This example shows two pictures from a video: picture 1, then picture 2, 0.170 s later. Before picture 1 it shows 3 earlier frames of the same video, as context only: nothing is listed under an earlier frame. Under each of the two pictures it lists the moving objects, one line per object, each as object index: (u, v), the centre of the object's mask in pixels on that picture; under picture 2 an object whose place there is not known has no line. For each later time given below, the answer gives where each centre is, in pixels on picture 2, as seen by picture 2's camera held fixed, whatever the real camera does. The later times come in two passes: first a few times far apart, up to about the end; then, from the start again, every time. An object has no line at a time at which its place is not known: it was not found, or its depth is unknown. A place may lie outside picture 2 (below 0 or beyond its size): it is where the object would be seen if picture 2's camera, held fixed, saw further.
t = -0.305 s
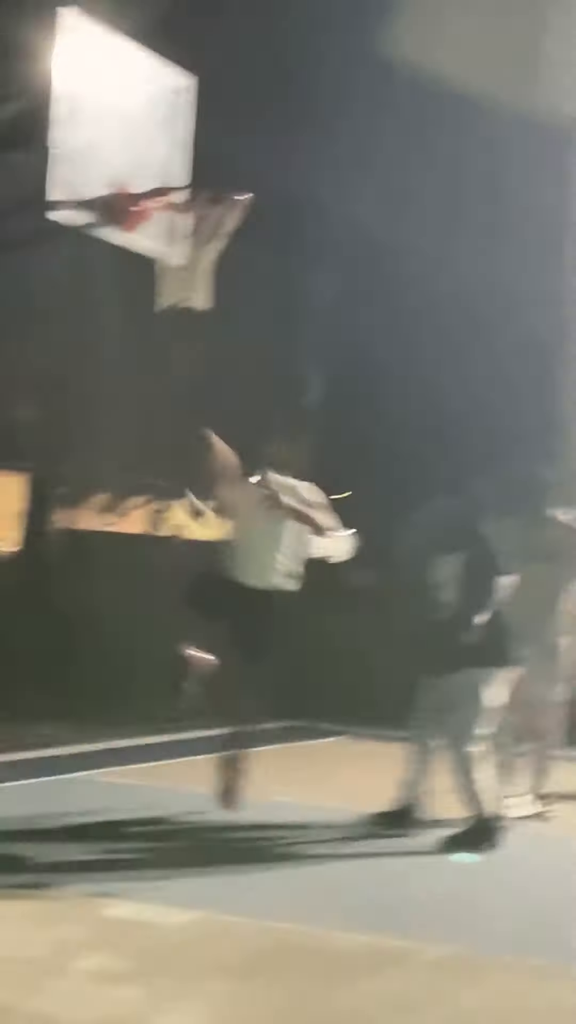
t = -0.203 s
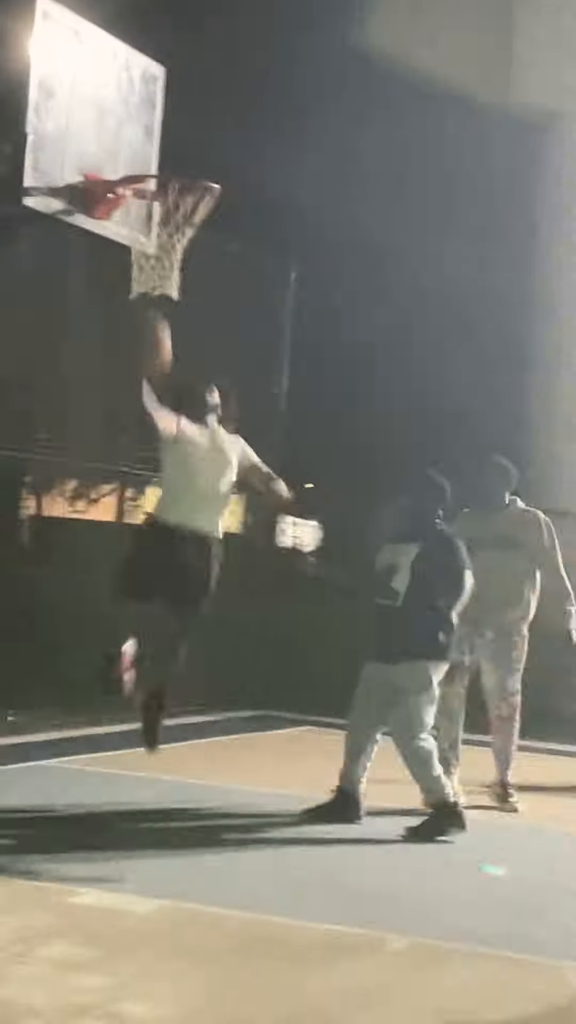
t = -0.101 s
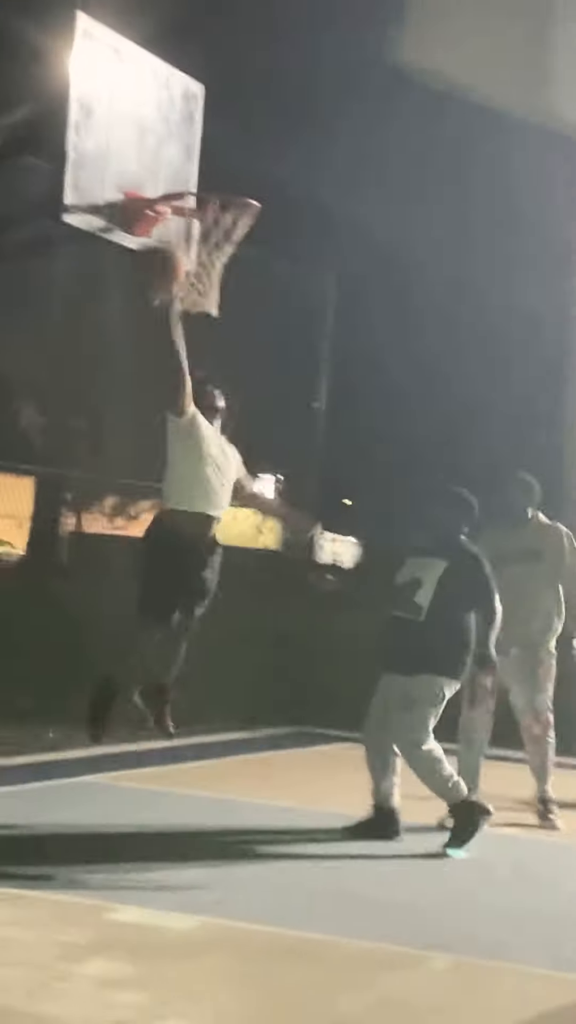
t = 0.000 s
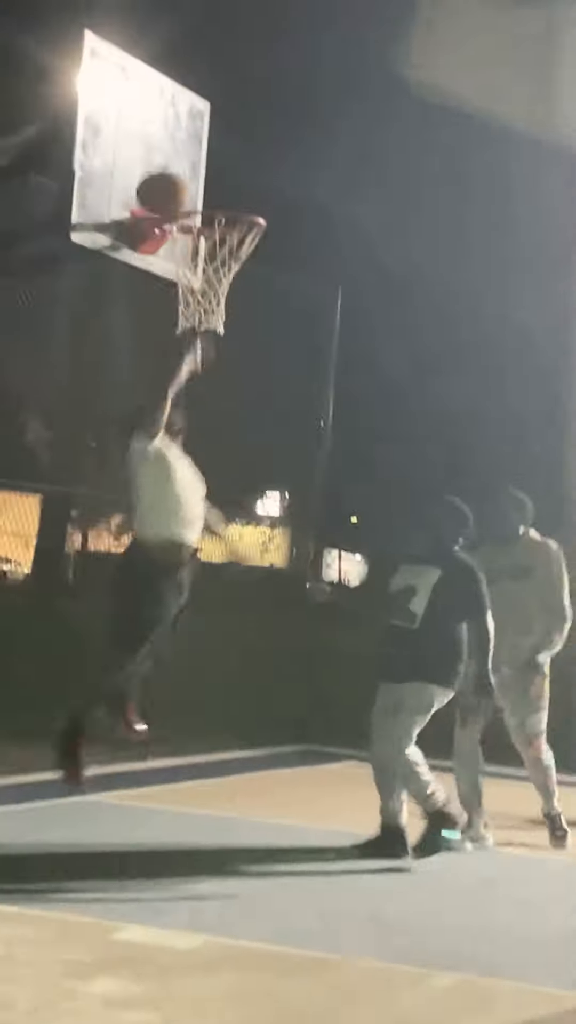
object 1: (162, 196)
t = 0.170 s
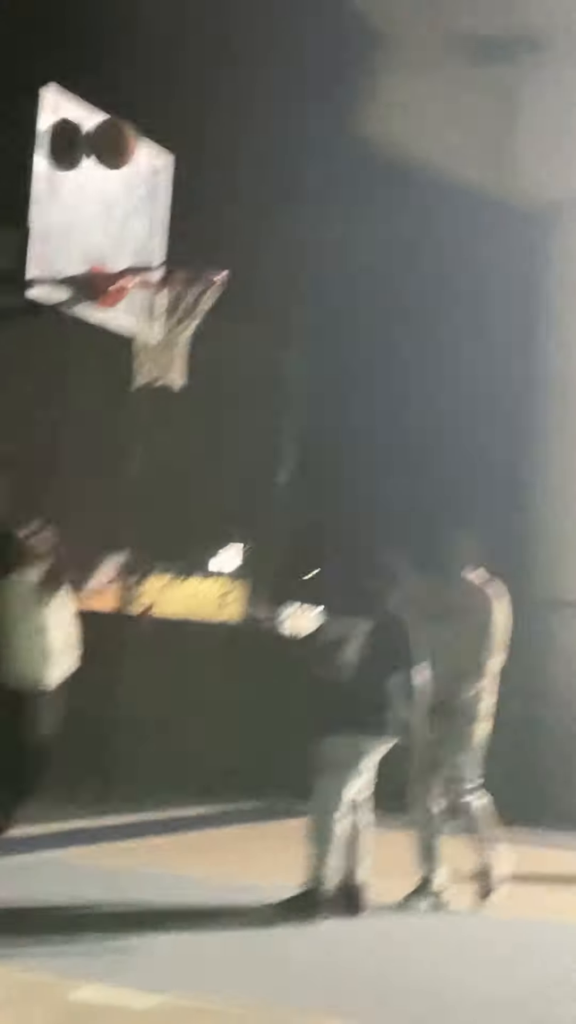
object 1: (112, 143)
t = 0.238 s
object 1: (129, 131)
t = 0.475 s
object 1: (183, 152)
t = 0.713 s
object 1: (218, 254)
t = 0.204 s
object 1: (120, 137)
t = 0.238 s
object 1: (129, 131)
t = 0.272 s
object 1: (137, 127)
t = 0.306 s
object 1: (145, 125)
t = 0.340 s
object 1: (154, 126)
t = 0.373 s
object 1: (161, 130)
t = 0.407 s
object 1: (170, 137)
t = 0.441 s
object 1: (177, 145)
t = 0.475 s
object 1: (183, 152)
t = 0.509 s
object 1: (195, 169)
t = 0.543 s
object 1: (198, 184)
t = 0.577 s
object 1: (205, 201)
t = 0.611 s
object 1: (212, 219)
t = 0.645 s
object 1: (218, 239)
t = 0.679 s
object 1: (223, 257)
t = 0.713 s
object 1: (218, 254)
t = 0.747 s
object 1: (215, 244)
